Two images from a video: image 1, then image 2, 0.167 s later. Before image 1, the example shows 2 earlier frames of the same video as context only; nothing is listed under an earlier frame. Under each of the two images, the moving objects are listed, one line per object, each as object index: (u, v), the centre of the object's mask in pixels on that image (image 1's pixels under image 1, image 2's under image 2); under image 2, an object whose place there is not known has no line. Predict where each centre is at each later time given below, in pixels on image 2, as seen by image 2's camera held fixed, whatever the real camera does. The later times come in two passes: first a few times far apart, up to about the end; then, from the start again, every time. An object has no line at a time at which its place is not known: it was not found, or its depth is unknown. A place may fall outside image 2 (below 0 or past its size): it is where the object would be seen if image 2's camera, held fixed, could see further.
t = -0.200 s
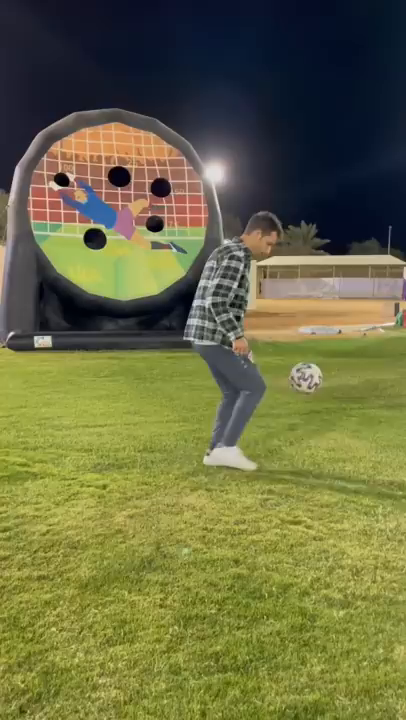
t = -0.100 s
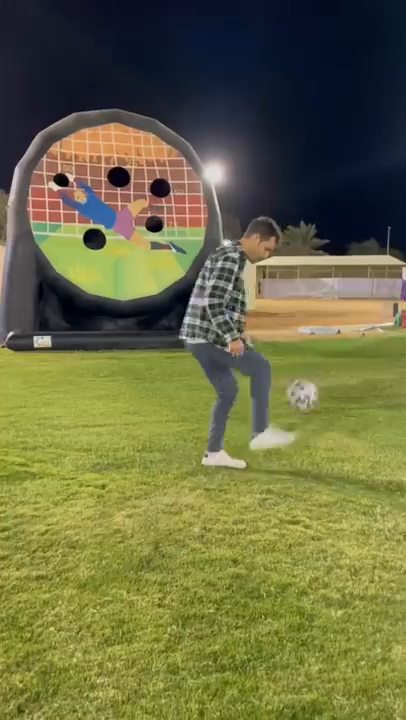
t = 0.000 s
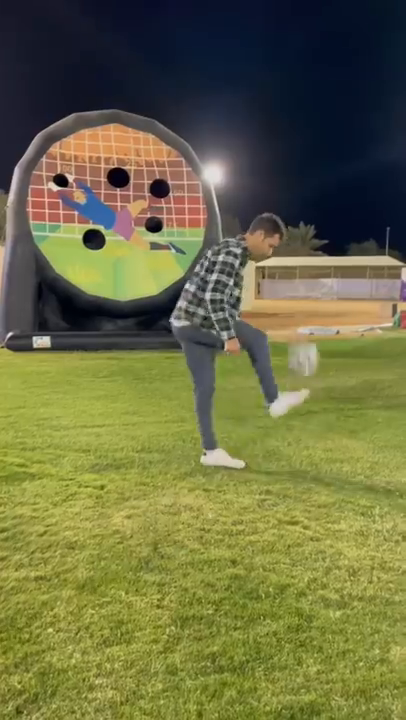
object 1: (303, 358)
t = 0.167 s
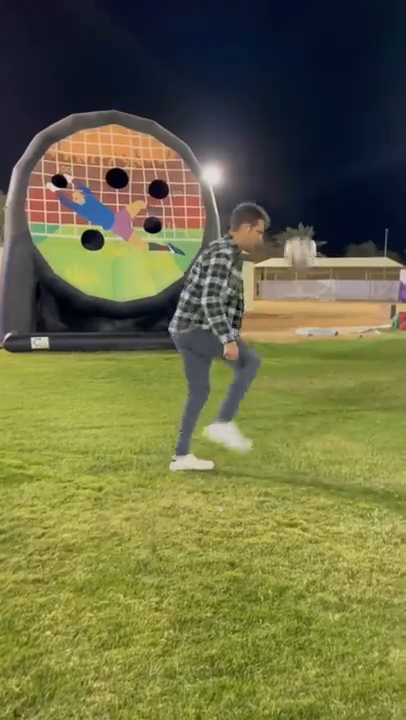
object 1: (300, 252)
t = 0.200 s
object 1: (300, 236)
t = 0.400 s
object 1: (296, 173)
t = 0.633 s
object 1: (289, 174)
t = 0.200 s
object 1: (300, 236)
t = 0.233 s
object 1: (299, 222)
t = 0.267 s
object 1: (299, 208)
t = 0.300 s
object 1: (298, 197)
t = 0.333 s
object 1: (297, 187)
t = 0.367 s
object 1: (296, 179)
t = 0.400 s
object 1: (296, 173)
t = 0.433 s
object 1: (295, 168)
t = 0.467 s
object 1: (294, 165)
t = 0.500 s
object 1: (293, 164)
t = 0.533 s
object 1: (293, 164)
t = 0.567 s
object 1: (292, 165)
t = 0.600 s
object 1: (290, 168)
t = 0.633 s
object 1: (289, 174)
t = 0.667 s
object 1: (288, 180)
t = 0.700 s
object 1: (287, 187)
